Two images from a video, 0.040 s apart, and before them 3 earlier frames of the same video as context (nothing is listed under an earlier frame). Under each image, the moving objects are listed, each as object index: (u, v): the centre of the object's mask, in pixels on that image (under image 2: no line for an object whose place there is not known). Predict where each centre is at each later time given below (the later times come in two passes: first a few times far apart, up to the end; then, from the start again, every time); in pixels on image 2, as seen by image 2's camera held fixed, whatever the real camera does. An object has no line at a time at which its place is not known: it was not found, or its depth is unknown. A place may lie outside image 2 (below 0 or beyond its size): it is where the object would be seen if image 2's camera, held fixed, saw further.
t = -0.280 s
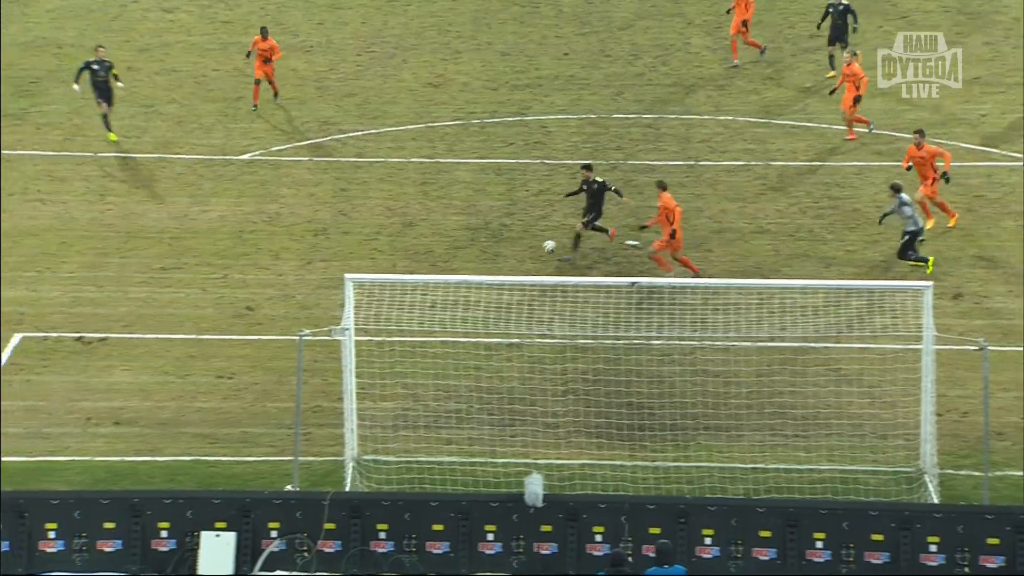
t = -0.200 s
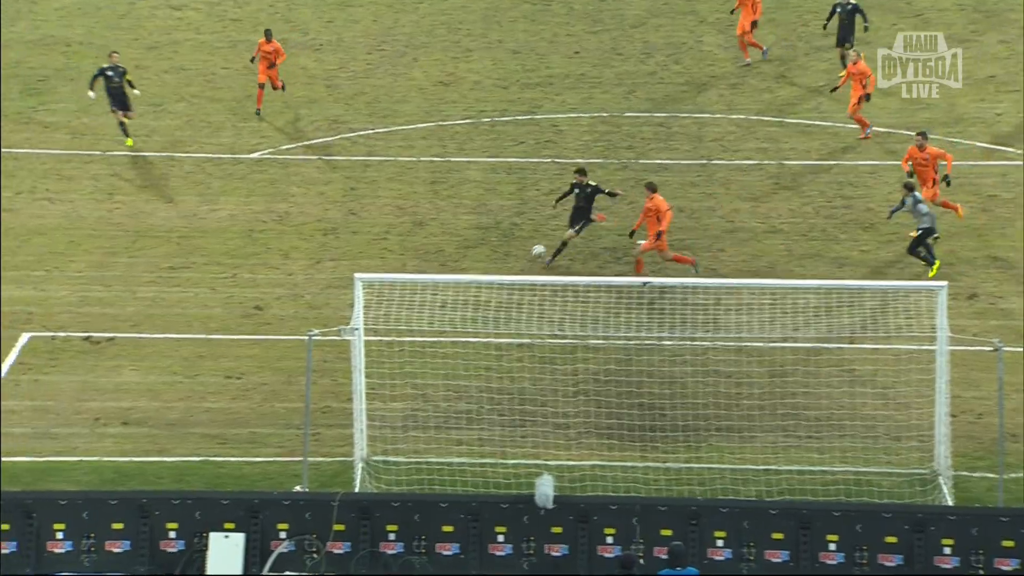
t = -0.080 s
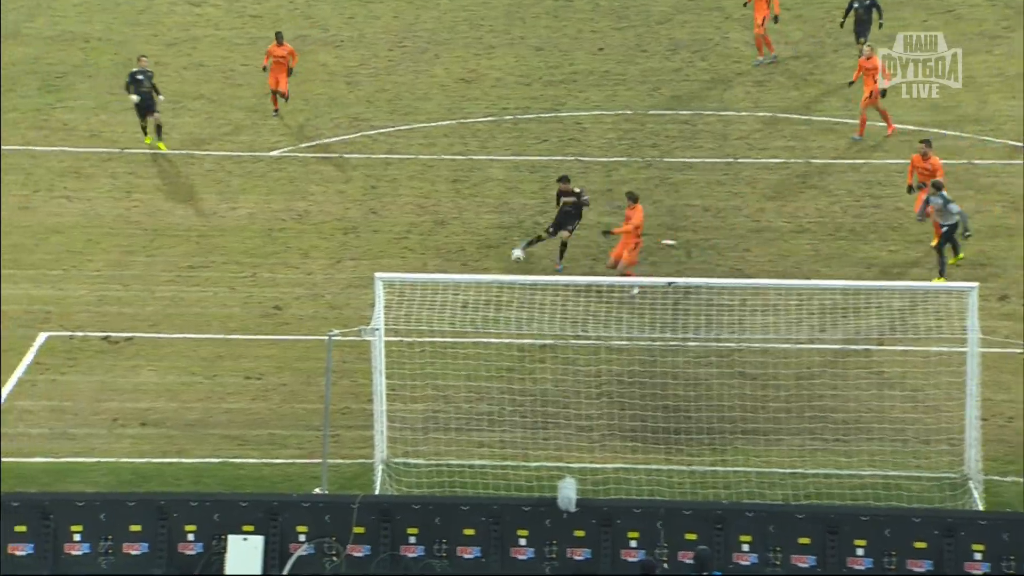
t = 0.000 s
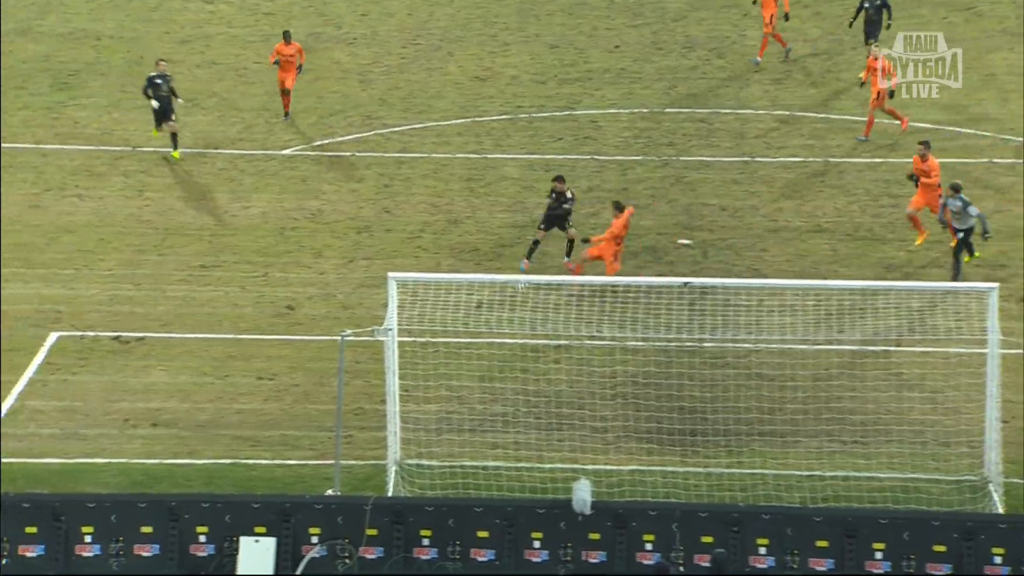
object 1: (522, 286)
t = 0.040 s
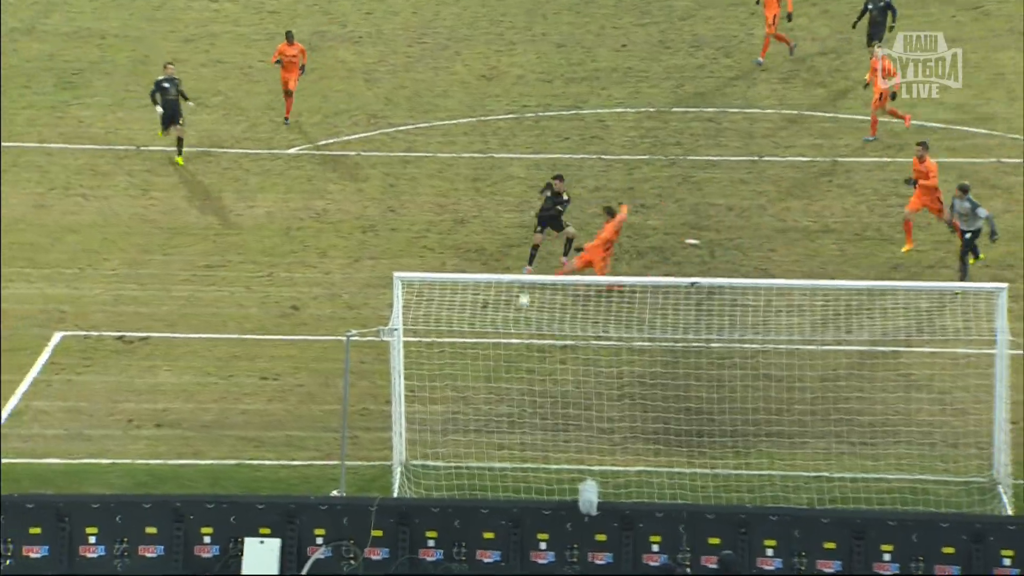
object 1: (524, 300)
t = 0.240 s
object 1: (505, 401)
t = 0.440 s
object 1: (490, 495)
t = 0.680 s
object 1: (498, 398)
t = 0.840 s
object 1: (503, 342)
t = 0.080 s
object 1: (519, 318)
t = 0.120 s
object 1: (516, 338)
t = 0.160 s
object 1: (512, 359)
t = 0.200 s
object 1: (508, 380)
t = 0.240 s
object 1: (505, 401)
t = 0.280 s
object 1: (501, 425)
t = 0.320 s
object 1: (499, 449)
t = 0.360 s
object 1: (495, 474)
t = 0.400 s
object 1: (493, 495)
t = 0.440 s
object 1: (490, 495)
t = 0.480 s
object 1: (490, 492)
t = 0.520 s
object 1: (491, 481)
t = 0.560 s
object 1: (492, 461)
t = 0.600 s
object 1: (495, 440)
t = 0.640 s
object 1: (496, 421)
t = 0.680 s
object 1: (498, 398)
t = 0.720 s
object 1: (499, 382)
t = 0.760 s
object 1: (501, 364)
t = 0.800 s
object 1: (502, 349)
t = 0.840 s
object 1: (503, 342)
